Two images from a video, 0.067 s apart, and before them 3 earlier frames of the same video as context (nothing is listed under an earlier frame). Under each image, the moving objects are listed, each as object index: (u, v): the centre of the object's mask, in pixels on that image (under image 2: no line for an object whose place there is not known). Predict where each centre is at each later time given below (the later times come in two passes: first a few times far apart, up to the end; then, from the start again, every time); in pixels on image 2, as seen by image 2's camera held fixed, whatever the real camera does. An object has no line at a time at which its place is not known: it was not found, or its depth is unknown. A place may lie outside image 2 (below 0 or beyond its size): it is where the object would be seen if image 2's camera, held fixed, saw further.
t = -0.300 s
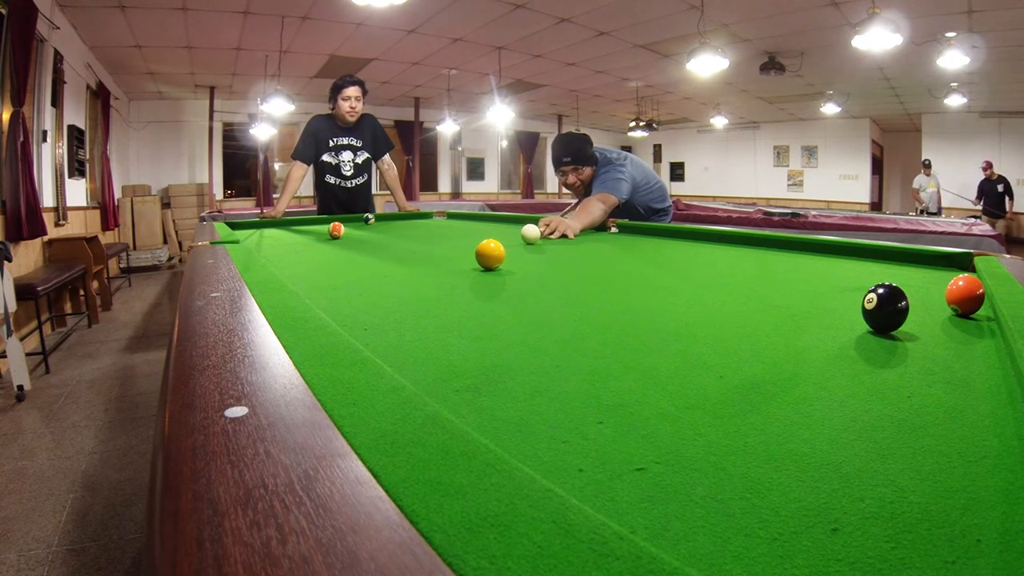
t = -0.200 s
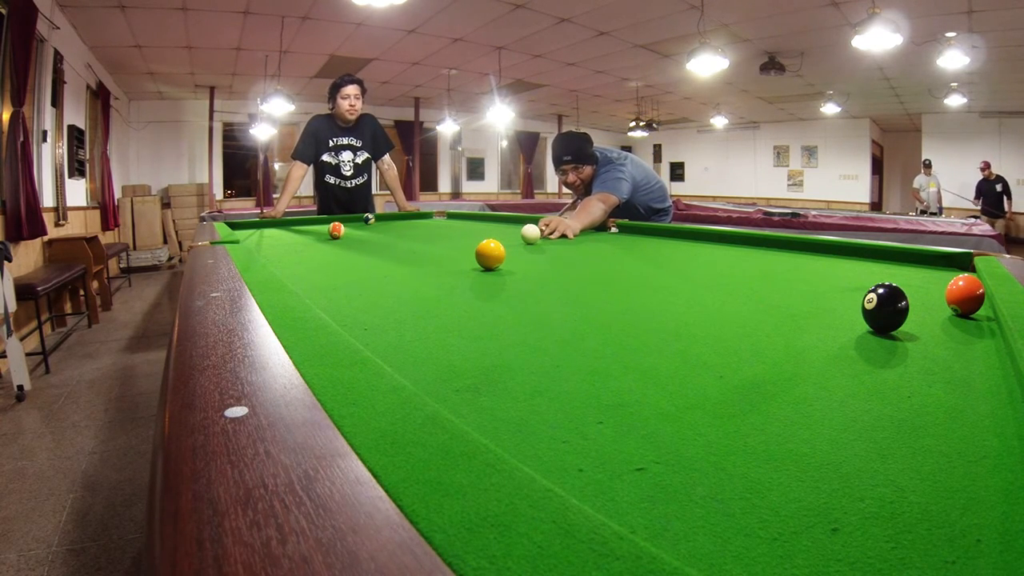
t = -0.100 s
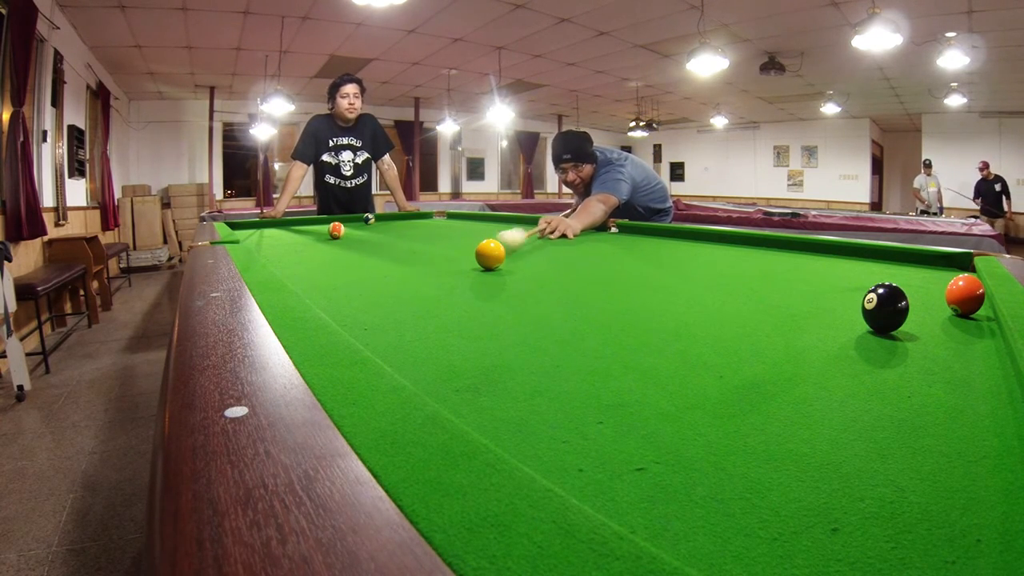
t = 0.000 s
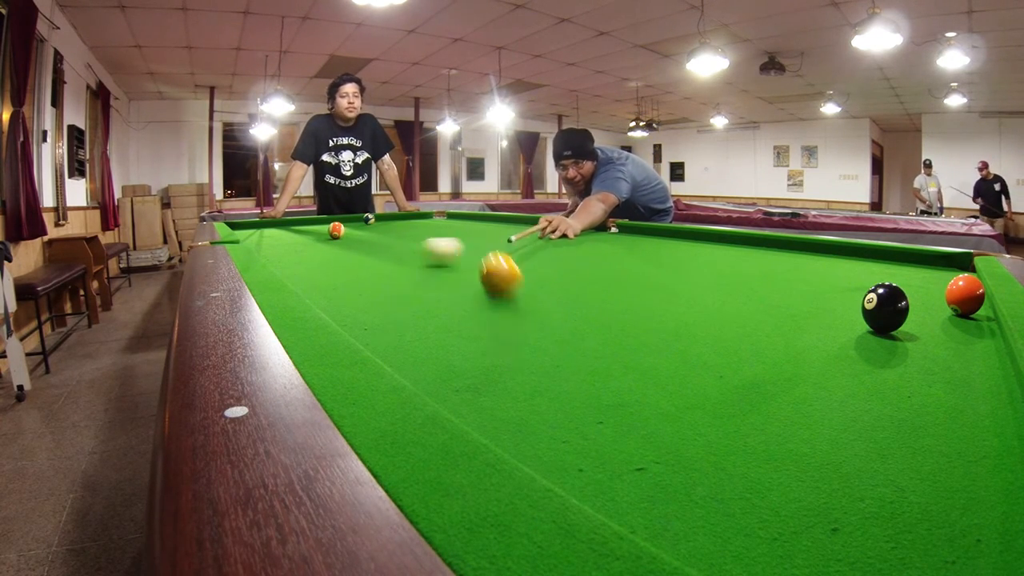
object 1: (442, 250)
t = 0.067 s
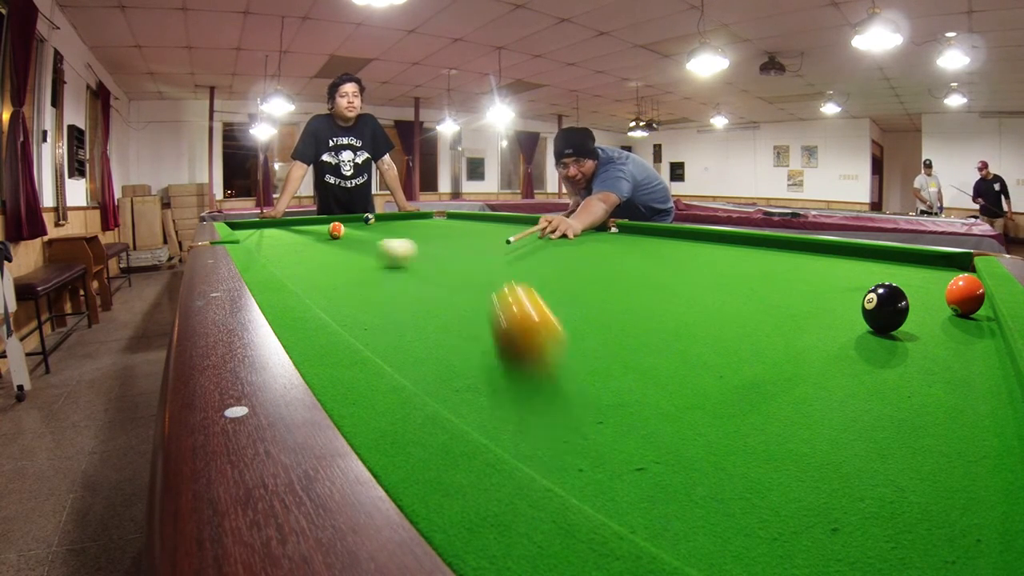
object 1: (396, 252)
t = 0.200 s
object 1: (323, 253)
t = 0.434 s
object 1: (294, 248)
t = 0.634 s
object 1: (330, 240)
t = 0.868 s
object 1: (363, 234)
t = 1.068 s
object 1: (384, 229)
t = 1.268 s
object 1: (402, 226)
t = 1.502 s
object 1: (418, 223)
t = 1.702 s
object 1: (429, 221)
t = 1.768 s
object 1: (433, 220)
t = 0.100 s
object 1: (376, 252)
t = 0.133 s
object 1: (358, 253)
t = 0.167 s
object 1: (340, 253)
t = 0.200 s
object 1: (323, 253)
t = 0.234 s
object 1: (307, 253)
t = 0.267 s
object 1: (290, 254)
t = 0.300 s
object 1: (275, 252)
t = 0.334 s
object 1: (270, 251)
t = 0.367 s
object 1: (278, 251)
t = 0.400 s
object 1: (287, 250)
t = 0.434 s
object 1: (294, 248)
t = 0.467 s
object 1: (301, 246)
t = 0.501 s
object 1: (307, 245)
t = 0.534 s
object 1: (313, 244)
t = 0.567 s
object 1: (319, 242)
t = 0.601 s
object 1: (325, 241)
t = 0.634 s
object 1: (330, 240)
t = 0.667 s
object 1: (336, 239)
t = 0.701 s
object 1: (341, 238)
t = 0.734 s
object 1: (346, 237)
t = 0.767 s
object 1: (350, 236)
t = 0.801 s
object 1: (355, 235)
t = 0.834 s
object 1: (359, 234)
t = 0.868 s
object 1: (363, 234)
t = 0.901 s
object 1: (367, 233)
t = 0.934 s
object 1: (370, 232)
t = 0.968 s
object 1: (374, 231)
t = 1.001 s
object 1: (378, 230)
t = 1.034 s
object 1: (381, 230)
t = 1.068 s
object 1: (384, 229)
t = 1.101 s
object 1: (388, 228)
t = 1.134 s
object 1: (391, 228)
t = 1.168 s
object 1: (394, 227)
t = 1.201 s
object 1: (396, 227)
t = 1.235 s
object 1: (399, 226)
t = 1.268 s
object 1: (402, 226)
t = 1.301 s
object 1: (404, 225)
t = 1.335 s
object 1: (407, 225)
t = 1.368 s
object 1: (409, 224)
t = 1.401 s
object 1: (412, 224)
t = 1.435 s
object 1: (414, 223)
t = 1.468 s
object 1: (416, 223)
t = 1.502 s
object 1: (418, 223)
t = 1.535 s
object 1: (420, 222)
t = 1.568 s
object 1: (422, 222)
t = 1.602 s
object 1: (424, 222)
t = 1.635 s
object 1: (426, 221)
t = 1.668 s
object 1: (428, 221)
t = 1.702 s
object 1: (429, 221)
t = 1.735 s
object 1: (431, 220)
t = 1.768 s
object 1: (433, 220)
